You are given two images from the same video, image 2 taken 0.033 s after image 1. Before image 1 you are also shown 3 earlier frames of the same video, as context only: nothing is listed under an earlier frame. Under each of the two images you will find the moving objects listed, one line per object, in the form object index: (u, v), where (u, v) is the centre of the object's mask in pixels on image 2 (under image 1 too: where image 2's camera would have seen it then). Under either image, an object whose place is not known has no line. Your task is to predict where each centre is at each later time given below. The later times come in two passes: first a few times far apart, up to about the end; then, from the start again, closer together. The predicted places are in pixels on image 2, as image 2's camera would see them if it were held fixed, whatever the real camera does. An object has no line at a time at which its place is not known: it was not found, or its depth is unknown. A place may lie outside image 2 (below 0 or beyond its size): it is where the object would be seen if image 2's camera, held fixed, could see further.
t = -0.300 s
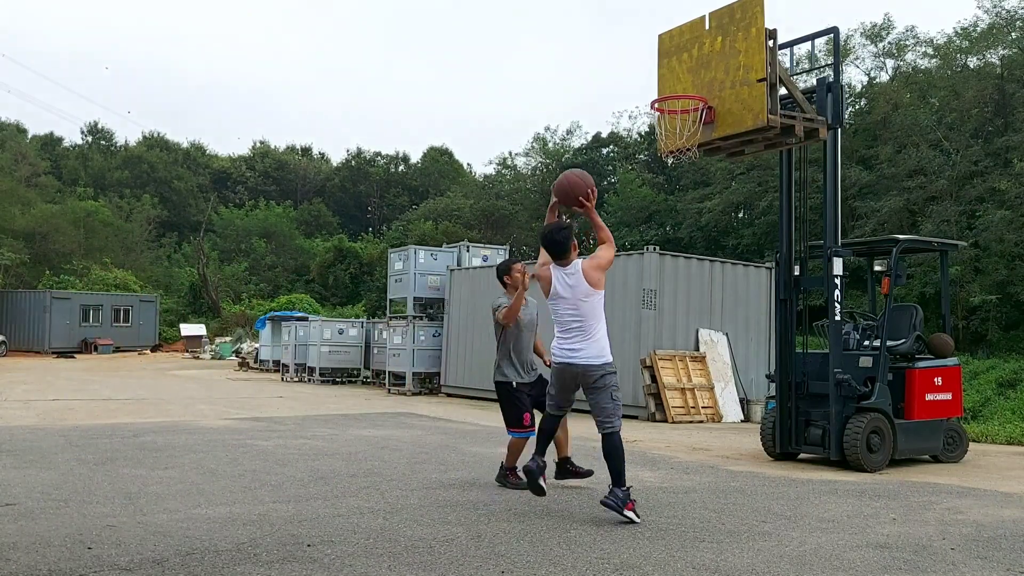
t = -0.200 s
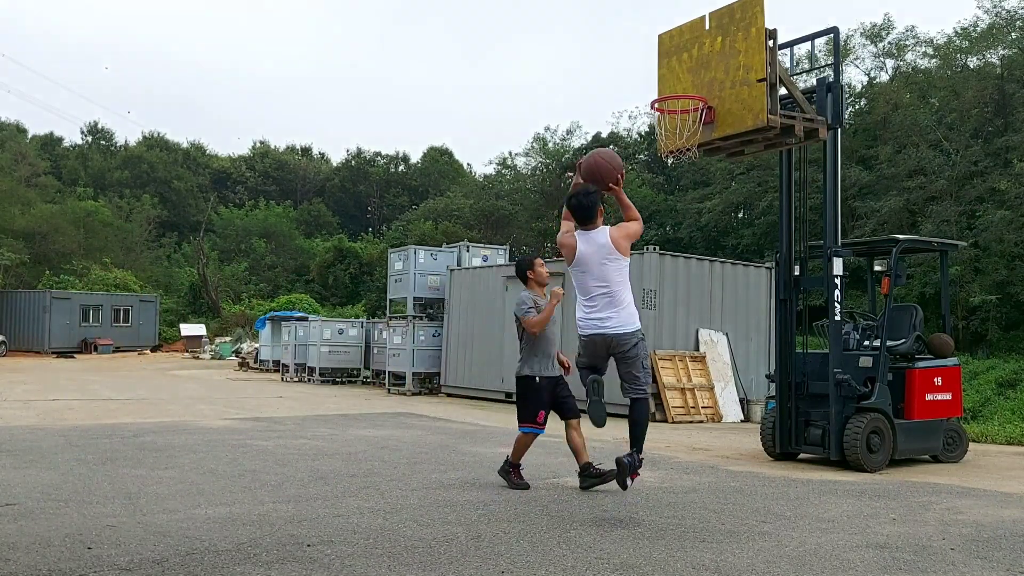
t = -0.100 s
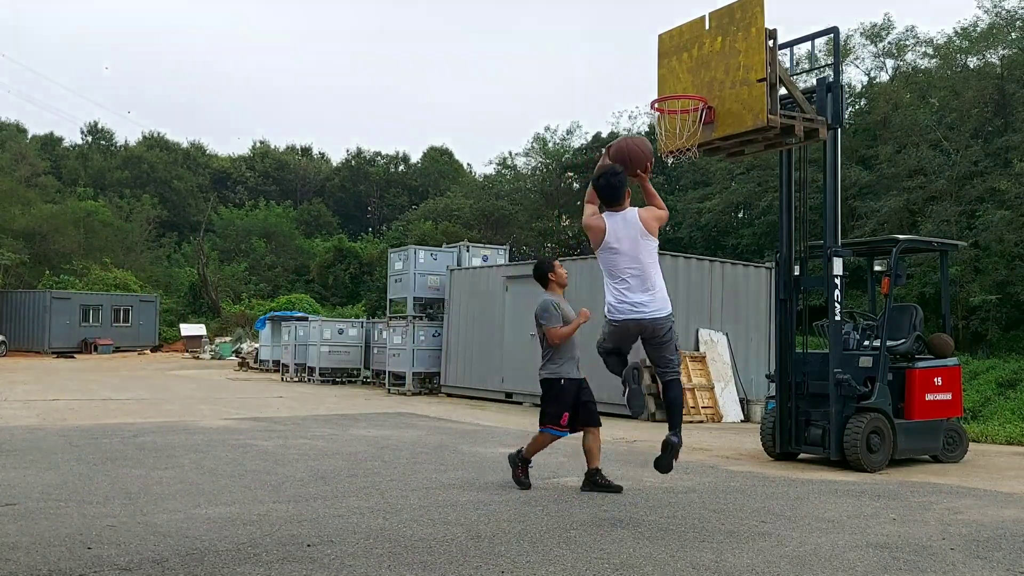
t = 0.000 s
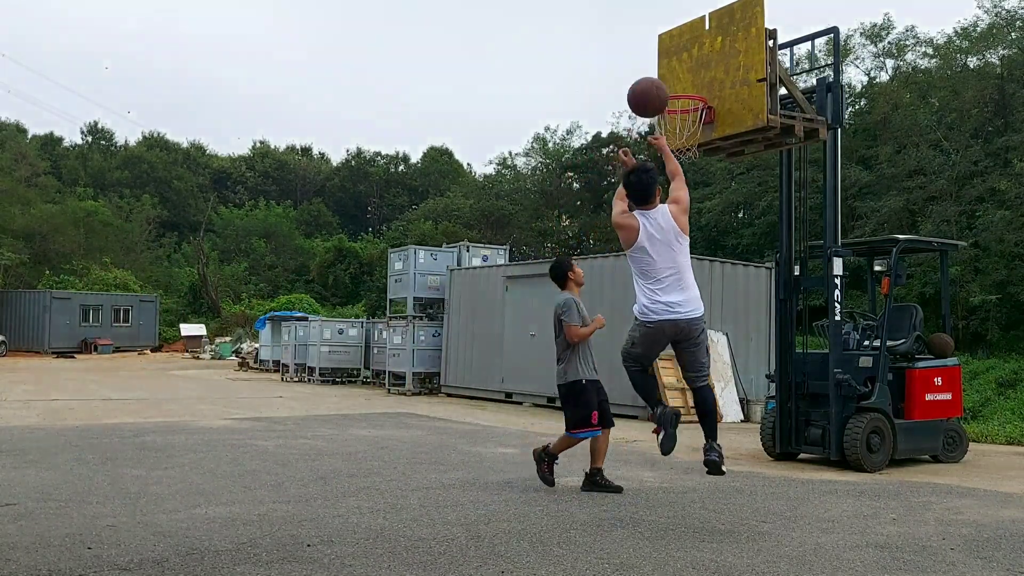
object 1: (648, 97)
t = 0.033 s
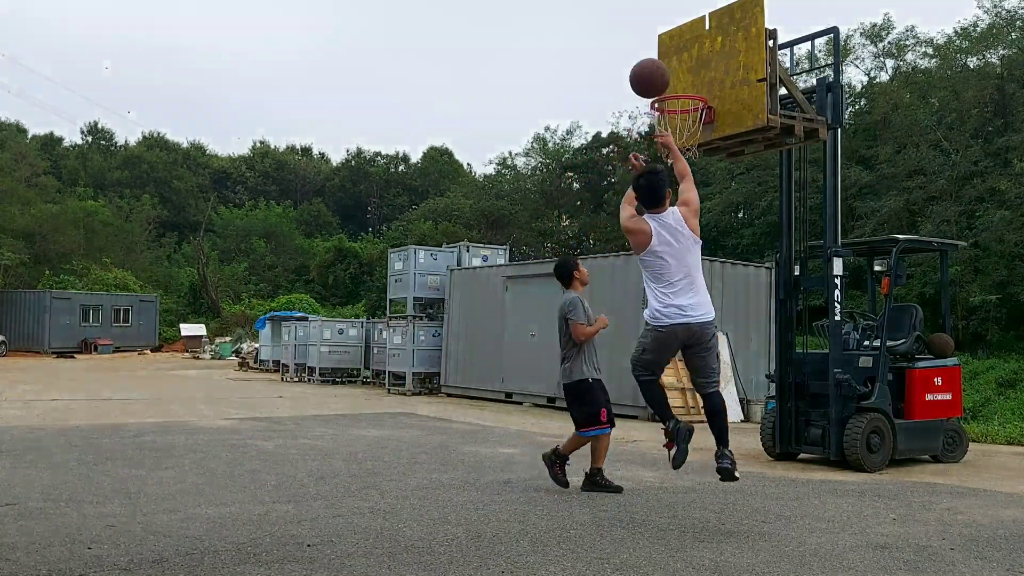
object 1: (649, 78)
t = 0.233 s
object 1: (658, 13)
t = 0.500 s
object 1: (668, 17)
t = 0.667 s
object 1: (672, 63)
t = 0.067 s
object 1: (651, 61)
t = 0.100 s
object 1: (653, 47)
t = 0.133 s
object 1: (654, 35)
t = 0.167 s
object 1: (656, 24)
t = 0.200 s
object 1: (657, 17)
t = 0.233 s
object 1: (658, 13)
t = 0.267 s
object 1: (659, 10)
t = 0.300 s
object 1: (661, 9)
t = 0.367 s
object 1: (663, 8)
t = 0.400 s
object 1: (664, 9)
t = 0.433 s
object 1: (666, 10)
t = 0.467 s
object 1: (667, 13)
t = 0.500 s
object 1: (668, 17)
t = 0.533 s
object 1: (669, 24)
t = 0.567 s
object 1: (670, 32)
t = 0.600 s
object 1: (671, 42)
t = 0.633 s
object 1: (671, 52)
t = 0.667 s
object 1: (672, 63)
